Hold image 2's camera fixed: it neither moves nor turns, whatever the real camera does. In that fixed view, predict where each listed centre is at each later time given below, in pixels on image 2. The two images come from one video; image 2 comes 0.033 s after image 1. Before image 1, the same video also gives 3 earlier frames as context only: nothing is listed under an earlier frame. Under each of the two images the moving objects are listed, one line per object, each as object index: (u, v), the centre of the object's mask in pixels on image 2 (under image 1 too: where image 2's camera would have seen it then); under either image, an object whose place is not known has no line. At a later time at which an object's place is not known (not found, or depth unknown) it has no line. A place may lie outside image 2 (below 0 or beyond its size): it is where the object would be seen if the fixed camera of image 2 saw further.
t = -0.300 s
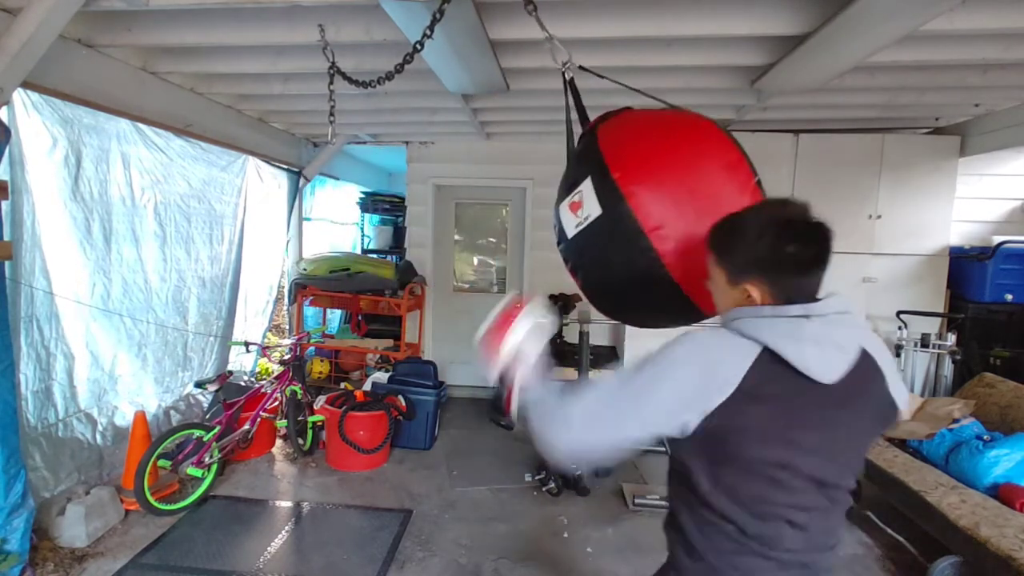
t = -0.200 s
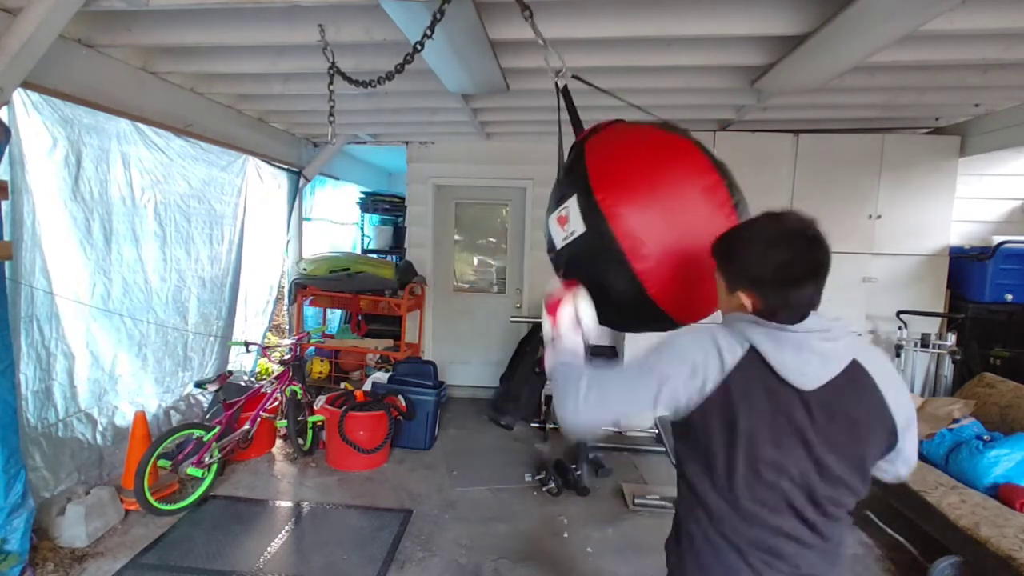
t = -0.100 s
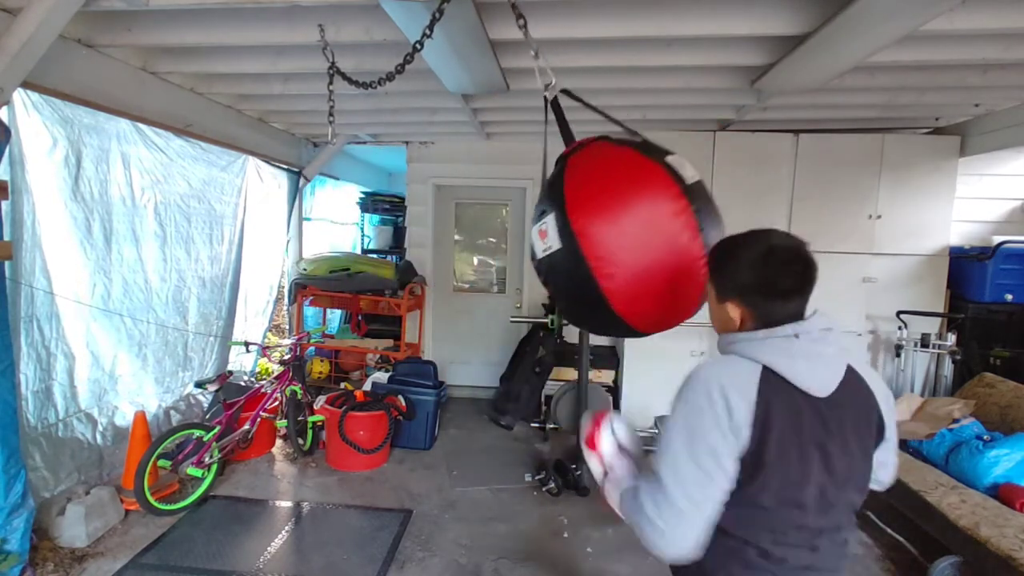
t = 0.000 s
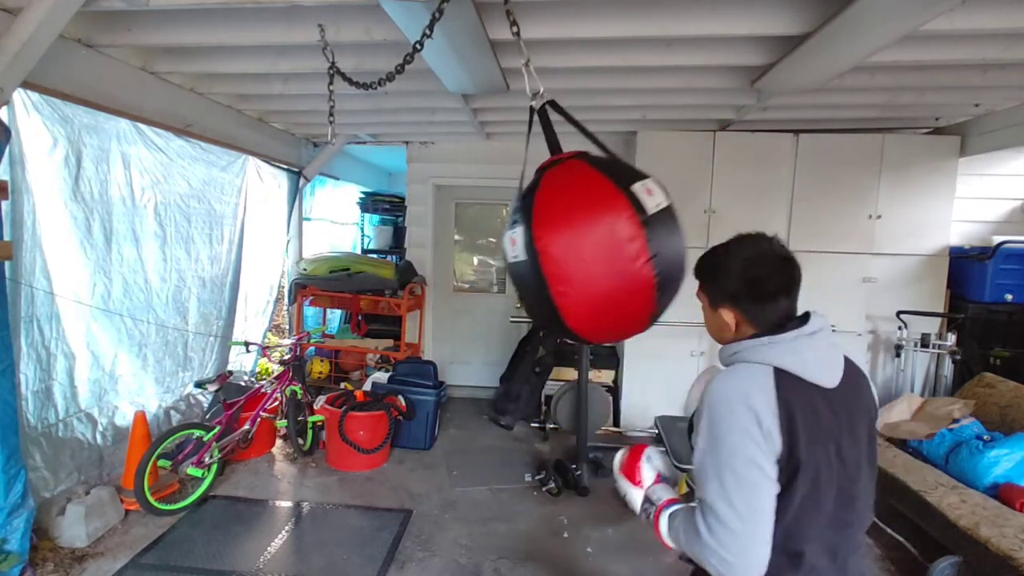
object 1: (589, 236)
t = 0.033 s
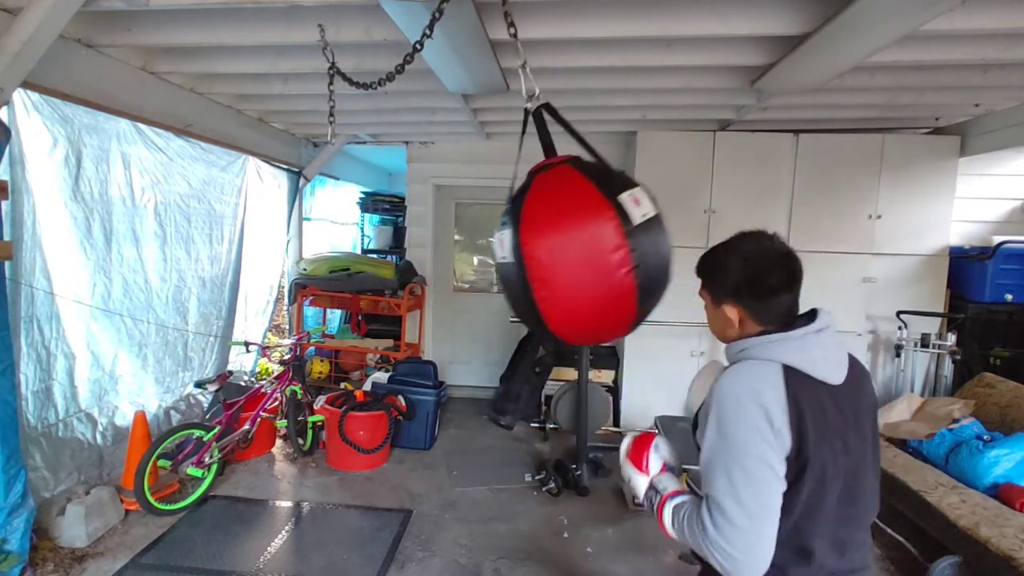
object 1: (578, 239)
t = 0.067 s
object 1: (564, 242)
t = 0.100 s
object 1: (553, 248)
